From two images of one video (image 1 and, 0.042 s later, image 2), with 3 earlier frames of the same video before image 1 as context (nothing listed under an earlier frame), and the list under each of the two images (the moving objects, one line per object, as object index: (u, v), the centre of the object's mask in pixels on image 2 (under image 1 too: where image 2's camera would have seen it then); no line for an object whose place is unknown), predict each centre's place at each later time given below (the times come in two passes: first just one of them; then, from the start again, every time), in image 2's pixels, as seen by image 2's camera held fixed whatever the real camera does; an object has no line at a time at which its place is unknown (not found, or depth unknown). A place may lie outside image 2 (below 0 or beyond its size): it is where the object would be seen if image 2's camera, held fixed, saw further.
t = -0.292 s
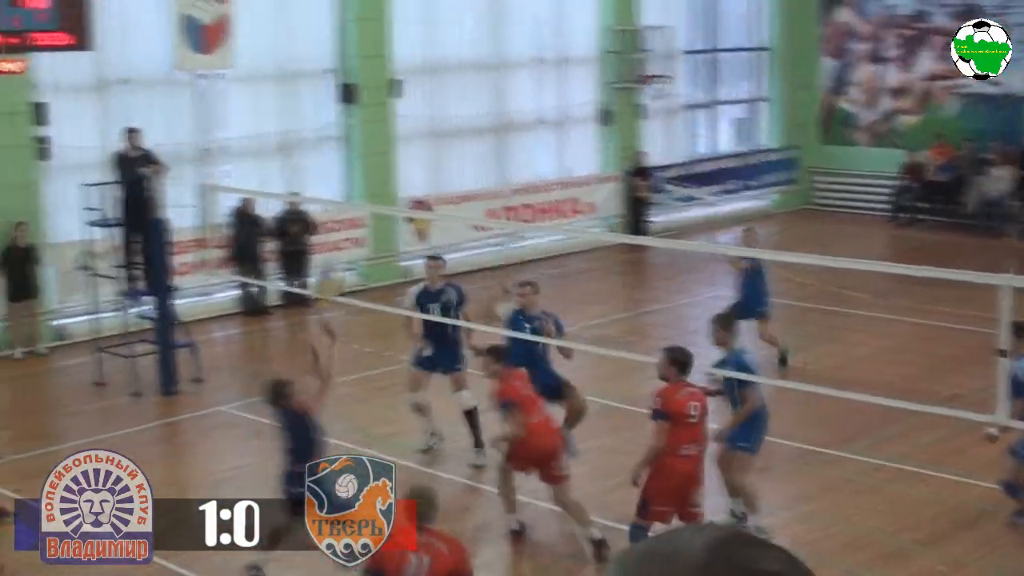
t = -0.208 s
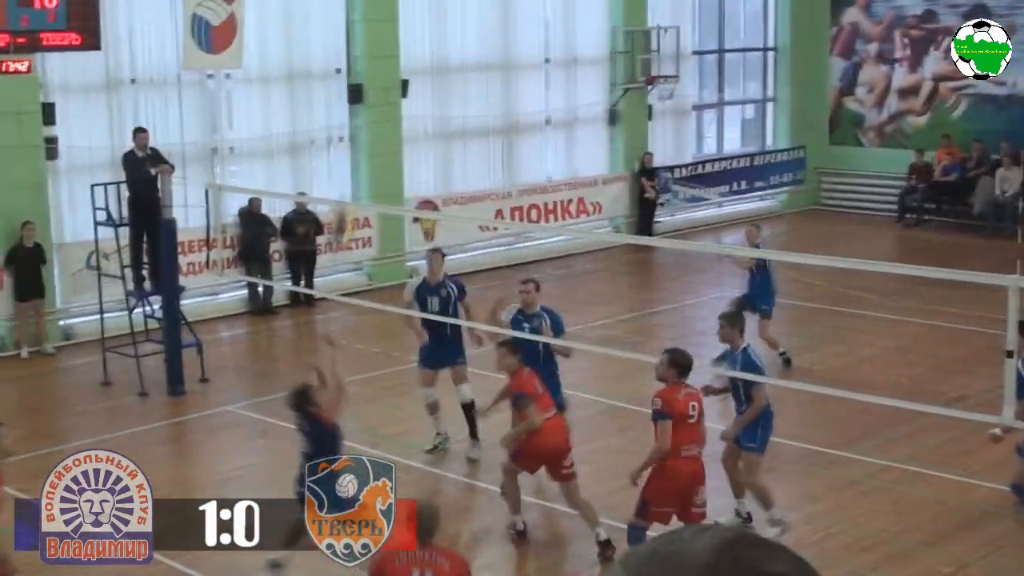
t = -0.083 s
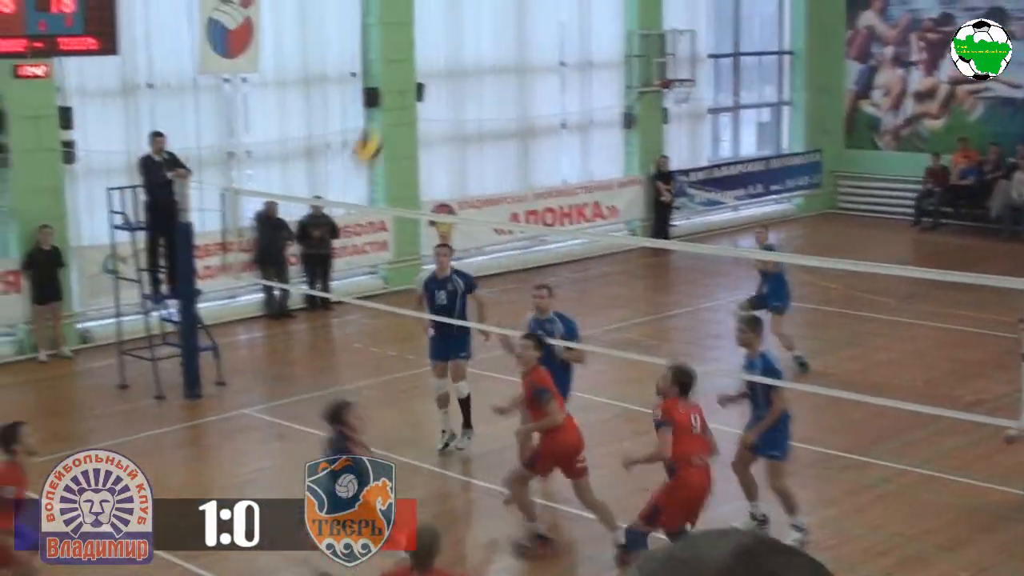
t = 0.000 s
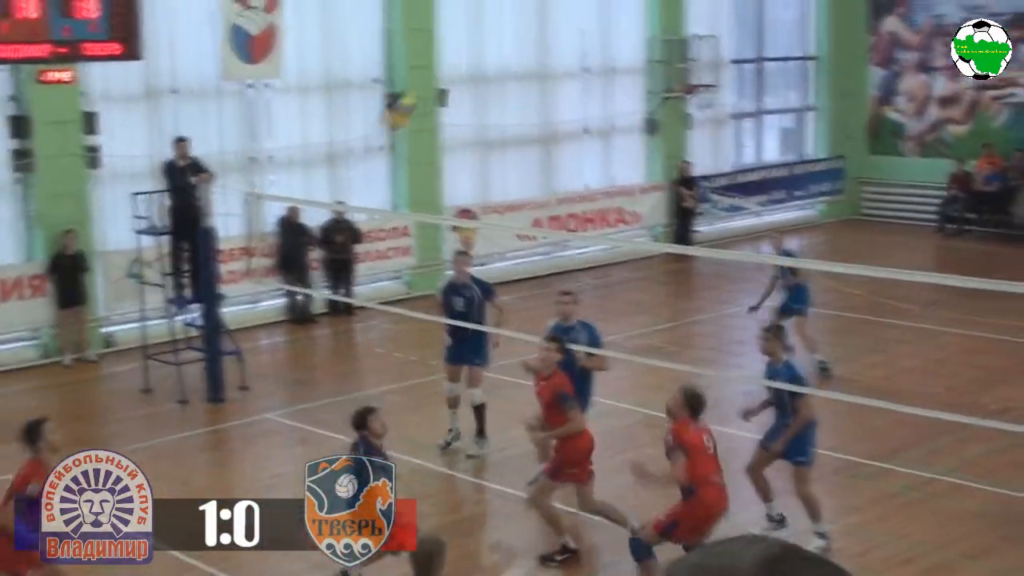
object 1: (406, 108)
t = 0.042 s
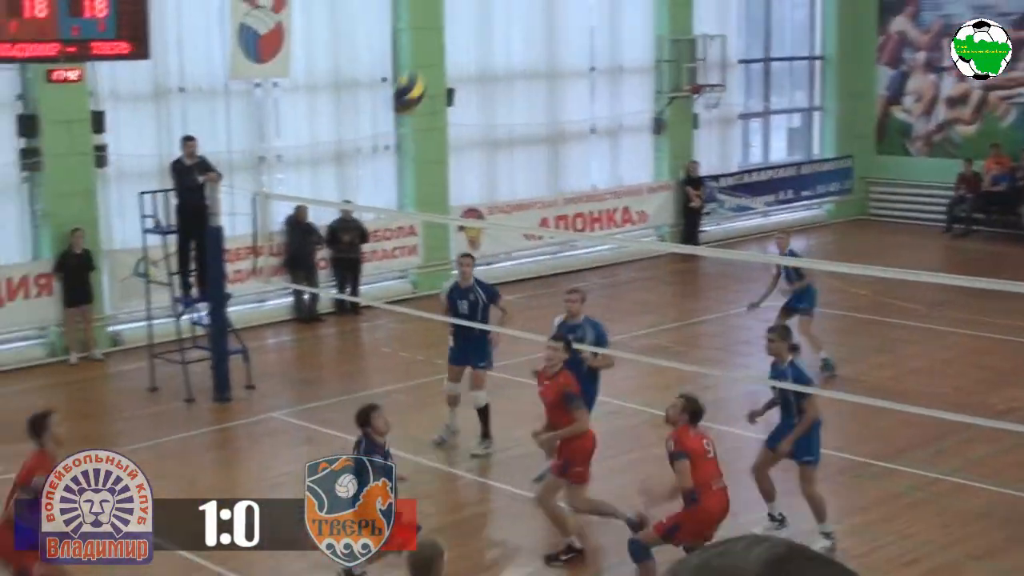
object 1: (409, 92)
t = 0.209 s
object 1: (424, 45)
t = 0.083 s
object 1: (412, 77)
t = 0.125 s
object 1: (416, 64)
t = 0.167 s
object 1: (422, 53)
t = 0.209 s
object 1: (424, 45)
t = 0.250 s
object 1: (429, 40)
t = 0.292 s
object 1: (434, 38)
